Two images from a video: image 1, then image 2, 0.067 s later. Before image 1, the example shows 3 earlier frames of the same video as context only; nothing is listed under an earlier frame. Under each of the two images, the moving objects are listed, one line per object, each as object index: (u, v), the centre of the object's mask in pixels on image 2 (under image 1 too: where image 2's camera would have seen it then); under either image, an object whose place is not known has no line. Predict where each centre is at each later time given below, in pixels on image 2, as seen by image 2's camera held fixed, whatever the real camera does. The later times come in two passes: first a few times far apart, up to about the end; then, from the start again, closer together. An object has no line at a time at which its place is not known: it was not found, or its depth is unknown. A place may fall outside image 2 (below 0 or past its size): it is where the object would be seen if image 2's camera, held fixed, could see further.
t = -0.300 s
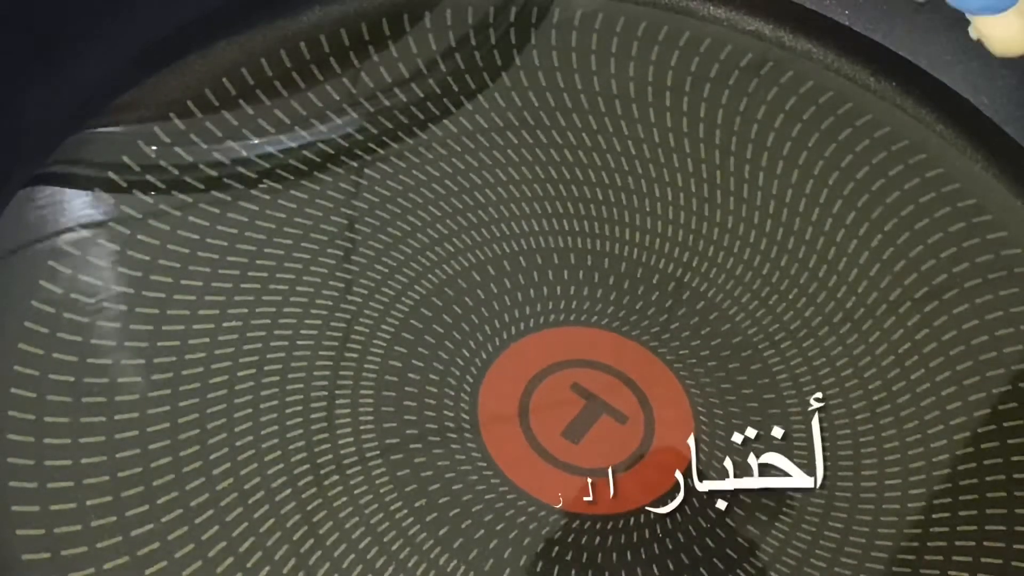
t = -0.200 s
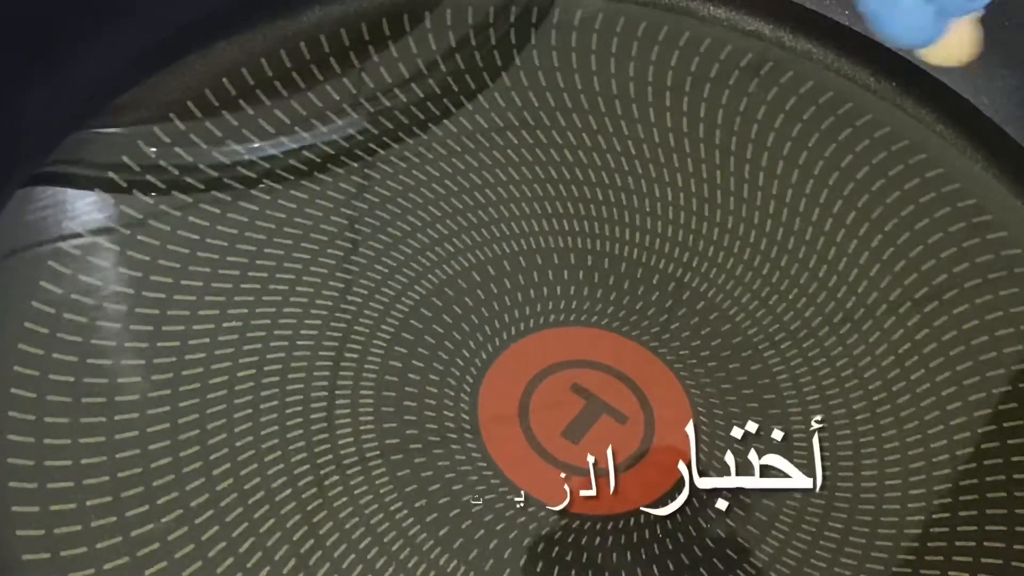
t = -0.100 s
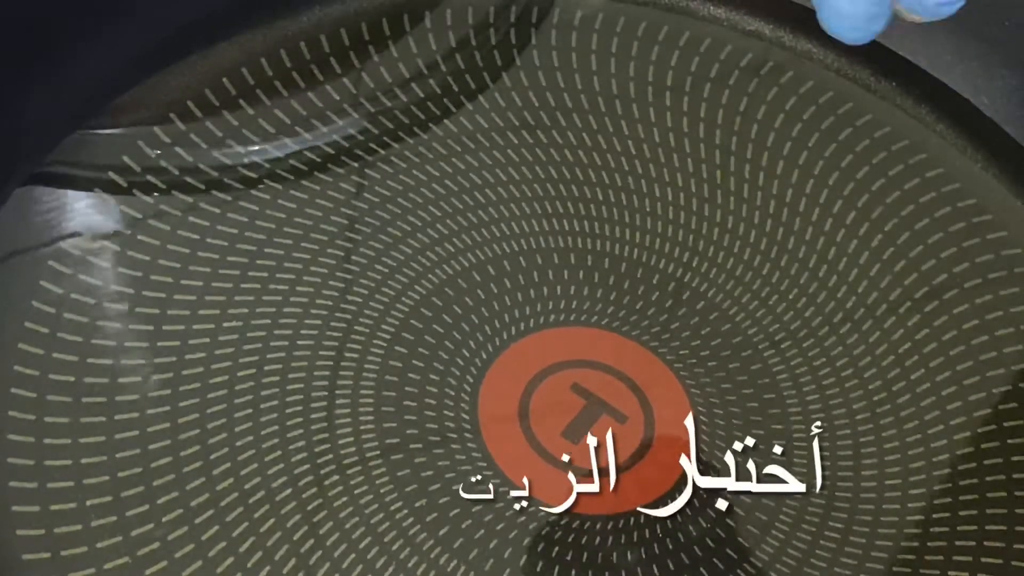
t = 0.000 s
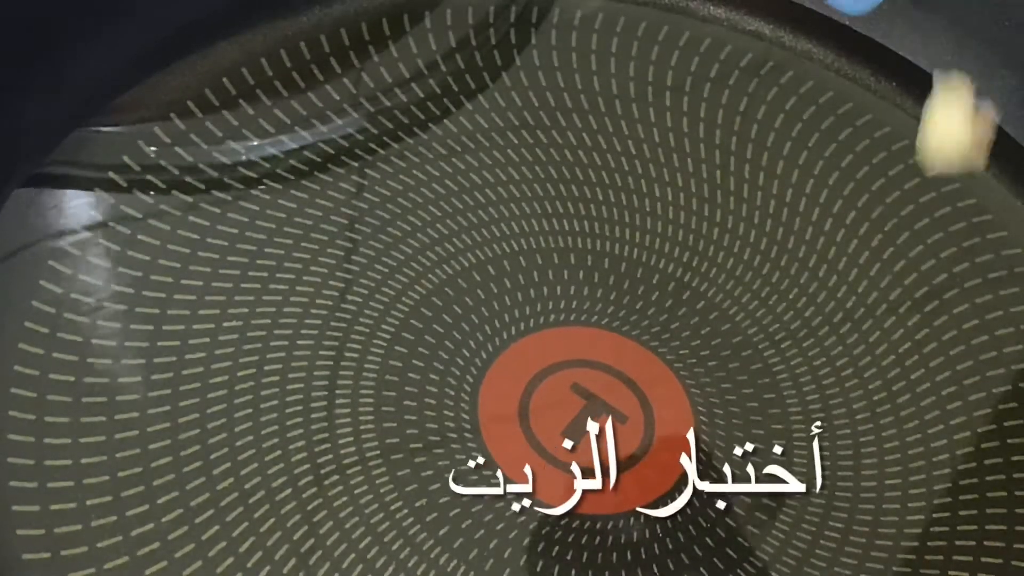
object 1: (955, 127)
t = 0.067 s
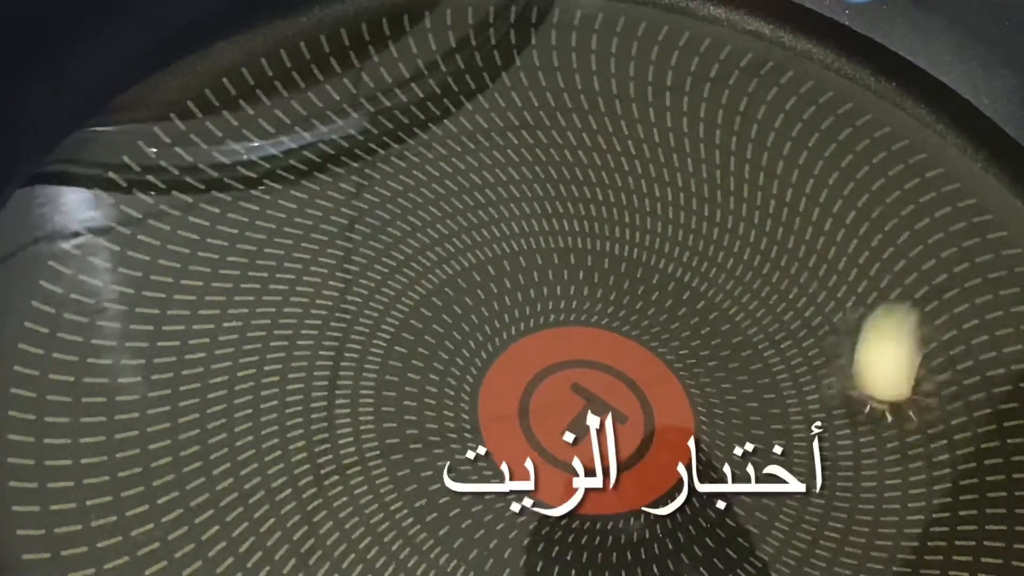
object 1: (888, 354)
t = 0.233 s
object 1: (889, 382)
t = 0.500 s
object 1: (892, 378)
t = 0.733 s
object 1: (893, 378)
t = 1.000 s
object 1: (896, 380)
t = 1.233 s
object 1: (895, 378)
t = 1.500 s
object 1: (894, 378)
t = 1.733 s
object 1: (895, 379)
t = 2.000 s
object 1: (888, 377)
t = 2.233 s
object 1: (873, 380)
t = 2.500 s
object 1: (868, 386)
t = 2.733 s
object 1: (865, 385)
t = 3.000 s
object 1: (866, 385)
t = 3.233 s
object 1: (870, 383)
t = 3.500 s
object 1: (874, 381)
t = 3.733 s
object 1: (875, 381)
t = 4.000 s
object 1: (874, 381)
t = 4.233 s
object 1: (871, 383)
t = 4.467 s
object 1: (875, 384)
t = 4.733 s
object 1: (870, 385)
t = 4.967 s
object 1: (869, 385)
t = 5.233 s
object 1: (874, 386)
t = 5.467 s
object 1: (874, 387)
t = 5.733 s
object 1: (876, 388)
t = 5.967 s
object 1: (875, 389)
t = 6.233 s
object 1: (873, 391)
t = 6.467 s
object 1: (869, 391)
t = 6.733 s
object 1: (866, 393)
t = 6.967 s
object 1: (863, 394)
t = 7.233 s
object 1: (858, 393)
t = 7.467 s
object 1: (856, 395)
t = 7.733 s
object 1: (853, 395)
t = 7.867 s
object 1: (848, 395)
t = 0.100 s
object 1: (891, 379)
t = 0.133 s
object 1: (893, 387)
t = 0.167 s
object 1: (885, 389)
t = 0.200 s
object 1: (883, 379)
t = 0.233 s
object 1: (889, 382)
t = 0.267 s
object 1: (891, 377)
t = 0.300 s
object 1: (892, 379)
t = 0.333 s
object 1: (891, 380)
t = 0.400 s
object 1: (892, 378)
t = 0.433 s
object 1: (893, 379)
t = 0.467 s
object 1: (892, 379)
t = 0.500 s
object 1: (892, 378)
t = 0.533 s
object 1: (893, 379)
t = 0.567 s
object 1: (894, 379)
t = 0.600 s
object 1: (894, 378)
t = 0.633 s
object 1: (896, 379)
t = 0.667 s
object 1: (897, 379)
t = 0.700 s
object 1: (895, 379)
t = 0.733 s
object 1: (893, 378)
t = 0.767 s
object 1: (894, 378)
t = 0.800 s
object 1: (895, 379)
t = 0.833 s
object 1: (894, 378)
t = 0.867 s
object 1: (894, 378)
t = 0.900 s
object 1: (894, 379)
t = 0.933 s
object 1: (895, 379)
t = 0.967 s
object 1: (896, 379)
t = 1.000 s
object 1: (896, 380)
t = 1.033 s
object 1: (893, 378)
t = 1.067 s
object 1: (893, 378)
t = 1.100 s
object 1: (893, 378)
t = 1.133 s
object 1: (894, 378)
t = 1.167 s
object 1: (894, 378)
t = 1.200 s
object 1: (894, 378)
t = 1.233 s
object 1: (895, 378)
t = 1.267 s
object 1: (896, 379)
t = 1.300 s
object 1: (895, 377)
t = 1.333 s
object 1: (897, 377)
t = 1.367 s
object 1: (894, 379)
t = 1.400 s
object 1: (894, 378)
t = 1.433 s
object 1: (894, 377)
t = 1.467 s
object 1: (894, 379)
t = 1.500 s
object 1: (894, 378)
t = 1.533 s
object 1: (893, 378)
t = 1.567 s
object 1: (892, 377)
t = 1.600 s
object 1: (894, 375)
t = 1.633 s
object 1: (898, 376)
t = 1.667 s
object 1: (895, 378)
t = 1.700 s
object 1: (895, 378)
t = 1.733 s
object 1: (895, 379)
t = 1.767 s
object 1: (900, 377)
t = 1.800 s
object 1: (895, 376)
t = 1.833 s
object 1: (892, 377)
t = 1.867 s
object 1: (890, 377)
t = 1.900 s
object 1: (893, 378)
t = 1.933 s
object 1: (891, 379)
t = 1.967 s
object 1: (889, 377)
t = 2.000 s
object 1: (888, 377)
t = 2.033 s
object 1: (886, 377)
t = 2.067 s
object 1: (884, 377)
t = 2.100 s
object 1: (885, 378)
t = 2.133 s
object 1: (879, 378)
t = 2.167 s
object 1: (877, 378)
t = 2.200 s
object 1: (877, 379)
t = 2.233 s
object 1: (873, 380)
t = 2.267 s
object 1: (876, 381)
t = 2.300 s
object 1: (871, 382)
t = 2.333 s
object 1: (870, 383)
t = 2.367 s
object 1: (870, 385)
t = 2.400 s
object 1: (868, 385)
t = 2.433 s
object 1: (867, 385)
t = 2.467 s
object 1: (868, 386)
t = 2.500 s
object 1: (868, 386)
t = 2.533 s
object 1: (867, 386)
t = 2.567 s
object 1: (865, 385)
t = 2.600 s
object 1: (866, 386)
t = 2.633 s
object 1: (868, 387)
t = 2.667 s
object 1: (865, 386)
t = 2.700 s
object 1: (866, 385)
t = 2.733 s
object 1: (865, 385)
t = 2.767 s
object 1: (865, 384)
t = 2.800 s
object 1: (866, 385)
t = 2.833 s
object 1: (865, 384)
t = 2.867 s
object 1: (866, 384)
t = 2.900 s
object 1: (864, 384)
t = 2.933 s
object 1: (866, 384)
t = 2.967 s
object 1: (867, 385)
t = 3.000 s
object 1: (866, 385)
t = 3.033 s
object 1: (866, 384)
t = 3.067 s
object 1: (866, 383)
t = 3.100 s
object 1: (869, 383)
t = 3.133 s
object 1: (870, 384)
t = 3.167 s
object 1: (869, 384)
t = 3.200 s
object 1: (868, 383)
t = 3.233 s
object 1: (870, 383)
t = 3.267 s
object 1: (870, 383)
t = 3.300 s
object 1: (870, 382)
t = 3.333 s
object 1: (872, 382)
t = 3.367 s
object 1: (872, 381)
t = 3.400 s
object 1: (873, 381)
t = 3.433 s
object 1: (873, 381)
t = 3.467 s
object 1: (874, 380)
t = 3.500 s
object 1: (874, 381)
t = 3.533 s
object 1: (874, 381)
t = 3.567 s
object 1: (872, 380)
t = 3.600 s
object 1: (874, 381)
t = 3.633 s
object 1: (875, 380)
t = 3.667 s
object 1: (875, 380)
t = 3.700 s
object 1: (875, 381)
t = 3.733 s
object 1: (875, 381)
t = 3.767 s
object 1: (874, 381)
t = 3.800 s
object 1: (874, 381)
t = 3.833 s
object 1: (875, 381)
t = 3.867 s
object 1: (877, 381)
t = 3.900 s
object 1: (875, 382)
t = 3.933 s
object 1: (876, 382)
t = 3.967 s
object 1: (875, 381)
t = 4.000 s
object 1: (874, 381)
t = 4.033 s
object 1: (876, 381)
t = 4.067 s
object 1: (874, 382)
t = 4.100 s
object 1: (874, 382)
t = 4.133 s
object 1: (873, 382)
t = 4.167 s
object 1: (875, 382)
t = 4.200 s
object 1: (874, 383)
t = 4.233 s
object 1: (871, 383)
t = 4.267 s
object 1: (872, 383)
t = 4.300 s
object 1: (876, 383)
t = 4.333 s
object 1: (873, 384)
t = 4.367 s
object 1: (871, 383)
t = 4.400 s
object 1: (872, 384)
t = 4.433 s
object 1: (874, 383)
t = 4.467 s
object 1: (875, 384)
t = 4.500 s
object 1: (873, 384)
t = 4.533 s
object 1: (873, 384)
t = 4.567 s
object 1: (872, 385)
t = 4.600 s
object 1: (871, 384)
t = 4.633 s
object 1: (874, 385)
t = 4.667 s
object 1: (872, 384)
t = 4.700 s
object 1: (871, 385)
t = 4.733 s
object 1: (870, 385)
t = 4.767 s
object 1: (872, 385)
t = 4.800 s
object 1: (872, 385)
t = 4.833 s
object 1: (870, 384)
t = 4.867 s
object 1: (870, 385)
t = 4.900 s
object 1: (870, 385)
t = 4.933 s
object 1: (874, 386)
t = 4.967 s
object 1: (869, 385)
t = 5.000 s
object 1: (872, 386)
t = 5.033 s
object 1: (870, 386)
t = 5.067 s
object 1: (872, 385)
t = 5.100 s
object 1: (872, 385)
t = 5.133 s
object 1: (872, 386)
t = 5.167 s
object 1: (872, 387)
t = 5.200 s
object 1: (871, 386)
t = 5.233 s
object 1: (874, 386)
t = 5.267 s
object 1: (874, 386)
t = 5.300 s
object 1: (873, 386)
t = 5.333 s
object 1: (874, 386)
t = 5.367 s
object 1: (871, 387)
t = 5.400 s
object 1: (870, 388)
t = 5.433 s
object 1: (872, 387)
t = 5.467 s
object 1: (874, 387)
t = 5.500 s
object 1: (876, 389)
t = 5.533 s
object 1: (877, 389)
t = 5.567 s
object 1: (874, 386)
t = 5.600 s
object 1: (872, 387)
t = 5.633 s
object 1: (871, 387)
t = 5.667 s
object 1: (872, 387)
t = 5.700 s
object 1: (875, 388)
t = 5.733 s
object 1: (876, 388)
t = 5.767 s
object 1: (871, 387)
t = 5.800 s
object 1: (871, 387)
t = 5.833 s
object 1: (874, 388)
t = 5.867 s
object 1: (871, 388)
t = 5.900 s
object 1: (871, 388)
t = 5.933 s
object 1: (876, 388)
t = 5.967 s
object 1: (875, 389)
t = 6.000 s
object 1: (871, 388)
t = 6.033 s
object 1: (873, 388)
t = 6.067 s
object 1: (873, 390)
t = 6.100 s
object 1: (873, 389)
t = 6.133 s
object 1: (874, 389)
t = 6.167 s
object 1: (872, 389)
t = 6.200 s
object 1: (875, 391)
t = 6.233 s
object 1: (873, 391)
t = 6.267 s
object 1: (872, 391)
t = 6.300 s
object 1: (869, 389)
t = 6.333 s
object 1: (872, 390)
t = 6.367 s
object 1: (872, 391)
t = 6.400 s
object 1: (871, 392)
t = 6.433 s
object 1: (871, 390)
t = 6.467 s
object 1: (869, 391)
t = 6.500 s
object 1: (869, 392)
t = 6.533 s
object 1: (868, 391)
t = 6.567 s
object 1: (869, 392)
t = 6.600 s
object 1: (870, 392)
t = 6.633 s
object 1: (869, 392)
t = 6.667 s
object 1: (864, 393)
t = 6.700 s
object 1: (865, 393)
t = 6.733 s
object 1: (866, 393)
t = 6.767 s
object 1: (865, 394)
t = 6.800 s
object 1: (869, 395)
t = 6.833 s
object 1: (864, 394)
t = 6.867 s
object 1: (862, 394)
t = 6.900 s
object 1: (863, 393)
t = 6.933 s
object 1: (864, 393)
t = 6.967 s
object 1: (863, 394)
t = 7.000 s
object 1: (861, 393)
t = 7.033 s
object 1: (859, 394)
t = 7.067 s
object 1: (861, 394)
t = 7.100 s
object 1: (861, 394)
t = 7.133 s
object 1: (859, 393)
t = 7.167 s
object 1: (861, 395)
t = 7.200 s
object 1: (859, 394)
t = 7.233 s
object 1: (858, 393)
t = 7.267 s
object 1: (855, 392)
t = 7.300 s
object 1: (858, 394)
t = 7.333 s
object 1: (860, 394)
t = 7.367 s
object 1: (855, 393)
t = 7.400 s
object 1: (859, 395)
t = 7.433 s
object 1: (856, 394)
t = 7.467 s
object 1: (856, 395)
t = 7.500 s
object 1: (858, 395)
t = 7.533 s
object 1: (856, 395)
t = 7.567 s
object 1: (856, 395)
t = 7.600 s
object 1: (855, 396)
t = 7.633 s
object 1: (855, 397)
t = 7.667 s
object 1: (854, 395)
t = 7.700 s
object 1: (854, 395)
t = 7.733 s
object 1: (853, 395)
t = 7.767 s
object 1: (851, 395)
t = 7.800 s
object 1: (849, 394)
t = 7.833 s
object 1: (849, 396)
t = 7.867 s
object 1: (848, 395)
